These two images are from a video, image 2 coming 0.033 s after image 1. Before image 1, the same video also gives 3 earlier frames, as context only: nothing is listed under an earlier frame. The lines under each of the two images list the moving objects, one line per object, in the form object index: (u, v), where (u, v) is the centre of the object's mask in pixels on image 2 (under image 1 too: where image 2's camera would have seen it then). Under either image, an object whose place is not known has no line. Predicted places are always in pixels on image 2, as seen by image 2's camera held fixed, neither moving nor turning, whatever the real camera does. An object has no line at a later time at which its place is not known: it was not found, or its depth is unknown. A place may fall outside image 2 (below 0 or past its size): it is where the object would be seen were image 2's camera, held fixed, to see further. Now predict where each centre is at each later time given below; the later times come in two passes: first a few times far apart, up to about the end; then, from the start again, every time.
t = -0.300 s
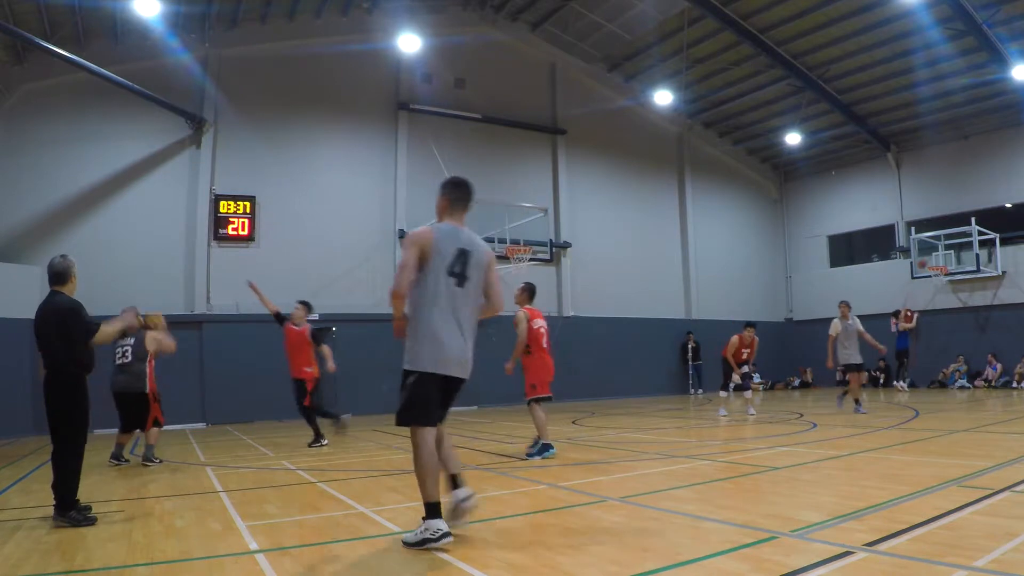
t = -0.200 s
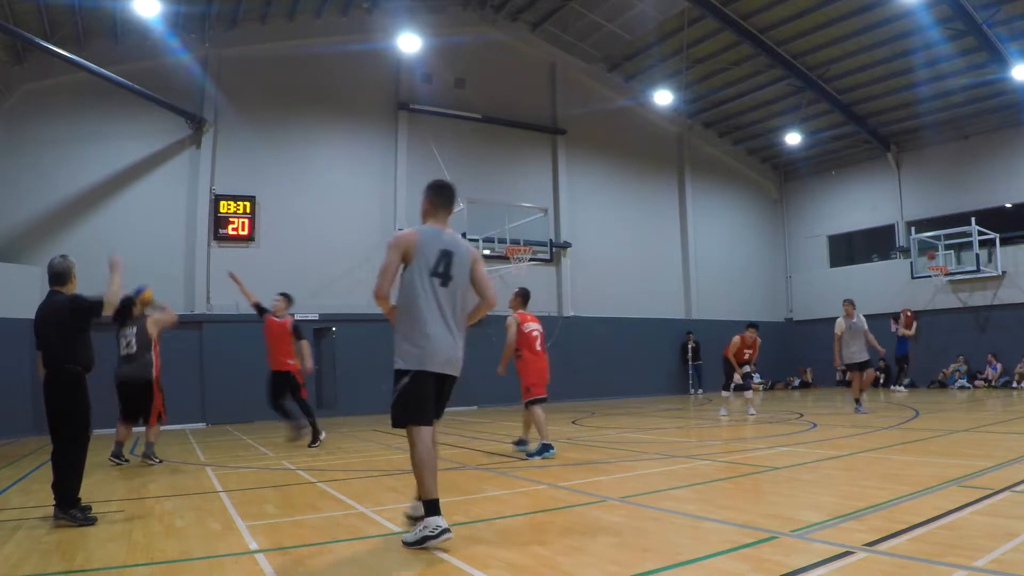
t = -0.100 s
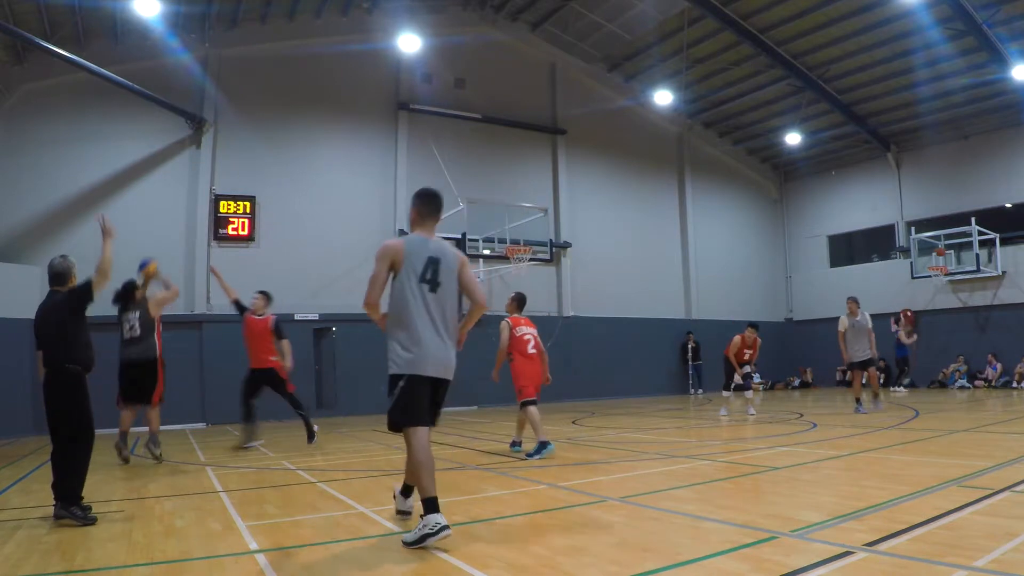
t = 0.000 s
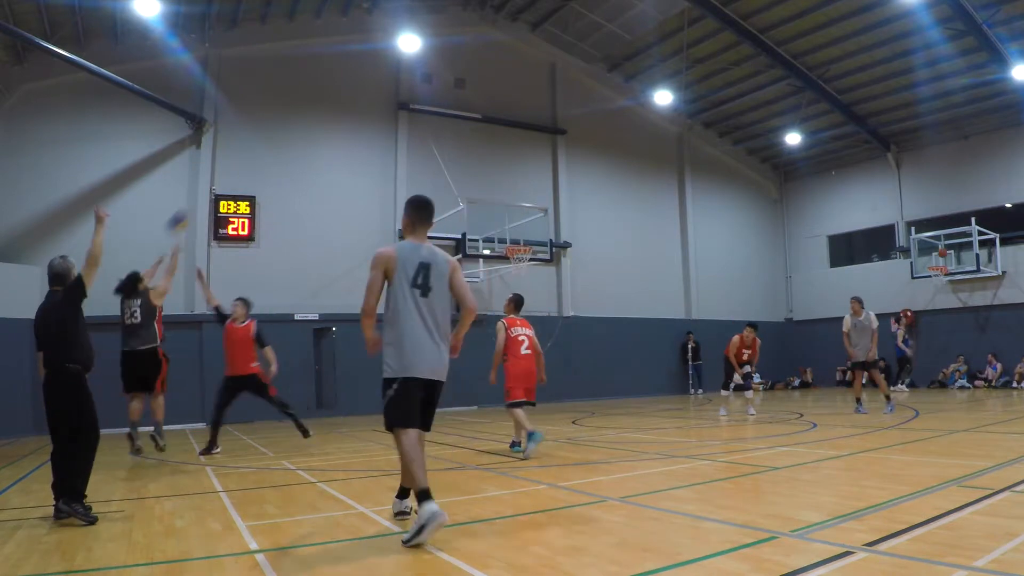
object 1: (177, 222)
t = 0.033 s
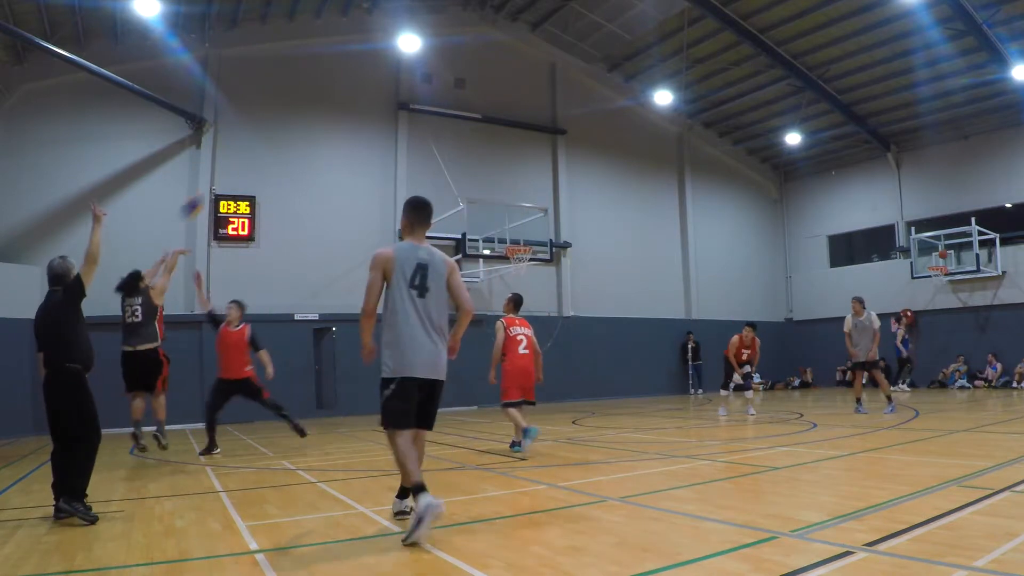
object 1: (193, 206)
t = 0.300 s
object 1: (291, 129)
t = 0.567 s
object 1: (369, 113)
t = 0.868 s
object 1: (437, 148)
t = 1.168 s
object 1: (494, 226)
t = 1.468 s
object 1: (452, 239)
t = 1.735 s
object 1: (385, 274)
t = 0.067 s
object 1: (207, 190)
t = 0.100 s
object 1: (220, 179)
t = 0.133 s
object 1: (233, 169)
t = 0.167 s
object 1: (246, 158)
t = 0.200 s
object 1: (258, 149)
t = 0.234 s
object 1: (271, 140)
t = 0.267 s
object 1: (280, 134)
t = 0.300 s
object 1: (291, 129)
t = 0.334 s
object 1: (302, 125)
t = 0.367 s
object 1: (314, 121)
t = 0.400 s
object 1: (325, 118)
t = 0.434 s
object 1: (334, 116)
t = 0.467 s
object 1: (343, 114)
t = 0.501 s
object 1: (350, 112)
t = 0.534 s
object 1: (360, 112)
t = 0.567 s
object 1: (369, 113)
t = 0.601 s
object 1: (378, 115)
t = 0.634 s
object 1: (389, 117)
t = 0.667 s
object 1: (395, 119)
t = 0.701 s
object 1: (402, 121)
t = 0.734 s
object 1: (409, 127)
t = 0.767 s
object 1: (416, 131)
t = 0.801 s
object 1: (424, 137)
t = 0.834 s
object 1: (432, 145)
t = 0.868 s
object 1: (437, 148)
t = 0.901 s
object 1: (443, 155)
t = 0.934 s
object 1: (451, 162)
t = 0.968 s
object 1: (458, 170)
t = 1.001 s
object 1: (465, 177)
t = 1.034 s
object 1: (471, 187)
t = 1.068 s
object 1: (477, 196)
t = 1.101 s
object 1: (483, 205)
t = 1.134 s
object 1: (488, 214)
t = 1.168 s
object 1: (494, 226)
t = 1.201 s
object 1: (500, 233)
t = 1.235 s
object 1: (503, 242)
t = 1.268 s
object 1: (497, 241)
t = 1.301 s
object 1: (488, 240)
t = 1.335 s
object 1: (482, 238)
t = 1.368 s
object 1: (474, 236)
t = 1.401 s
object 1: (467, 236)
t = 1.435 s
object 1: (460, 239)
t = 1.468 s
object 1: (452, 239)
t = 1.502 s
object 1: (445, 240)
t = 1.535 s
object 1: (436, 242)
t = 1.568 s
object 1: (429, 244)
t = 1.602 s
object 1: (420, 248)
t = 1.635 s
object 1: (411, 253)
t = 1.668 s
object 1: (402, 258)
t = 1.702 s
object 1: (393, 266)
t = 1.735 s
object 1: (385, 274)
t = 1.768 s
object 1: (376, 281)
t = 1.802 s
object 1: (367, 290)
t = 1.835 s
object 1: (359, 299)
